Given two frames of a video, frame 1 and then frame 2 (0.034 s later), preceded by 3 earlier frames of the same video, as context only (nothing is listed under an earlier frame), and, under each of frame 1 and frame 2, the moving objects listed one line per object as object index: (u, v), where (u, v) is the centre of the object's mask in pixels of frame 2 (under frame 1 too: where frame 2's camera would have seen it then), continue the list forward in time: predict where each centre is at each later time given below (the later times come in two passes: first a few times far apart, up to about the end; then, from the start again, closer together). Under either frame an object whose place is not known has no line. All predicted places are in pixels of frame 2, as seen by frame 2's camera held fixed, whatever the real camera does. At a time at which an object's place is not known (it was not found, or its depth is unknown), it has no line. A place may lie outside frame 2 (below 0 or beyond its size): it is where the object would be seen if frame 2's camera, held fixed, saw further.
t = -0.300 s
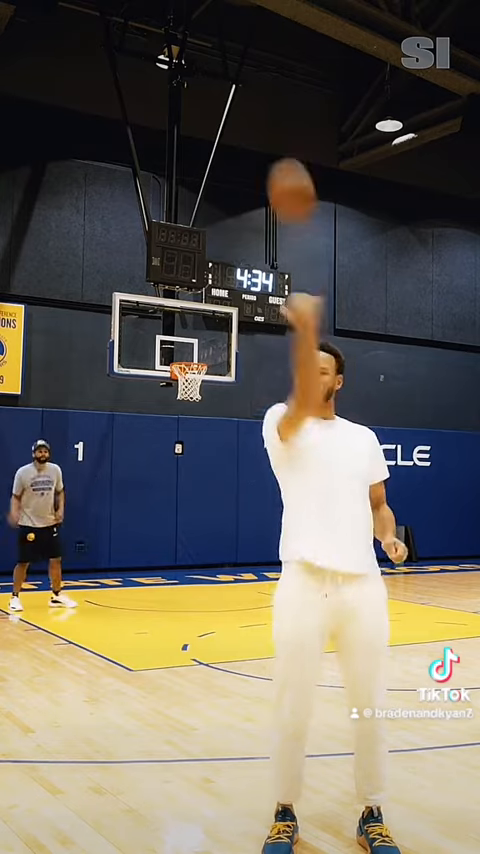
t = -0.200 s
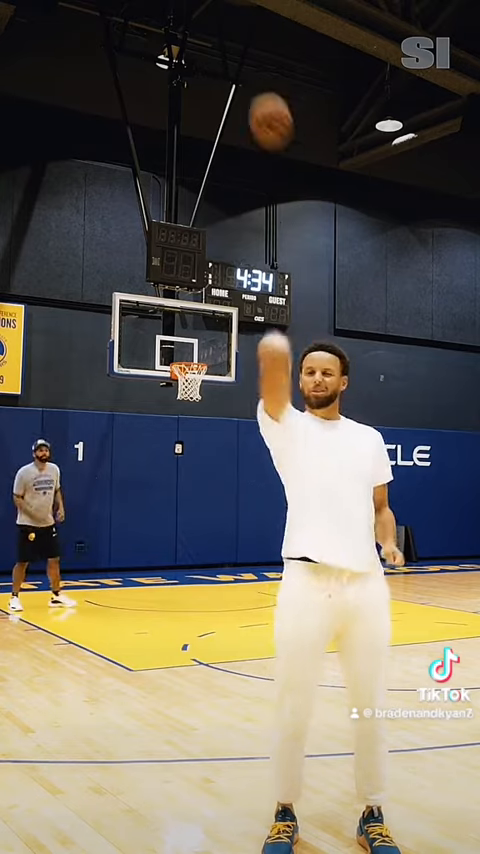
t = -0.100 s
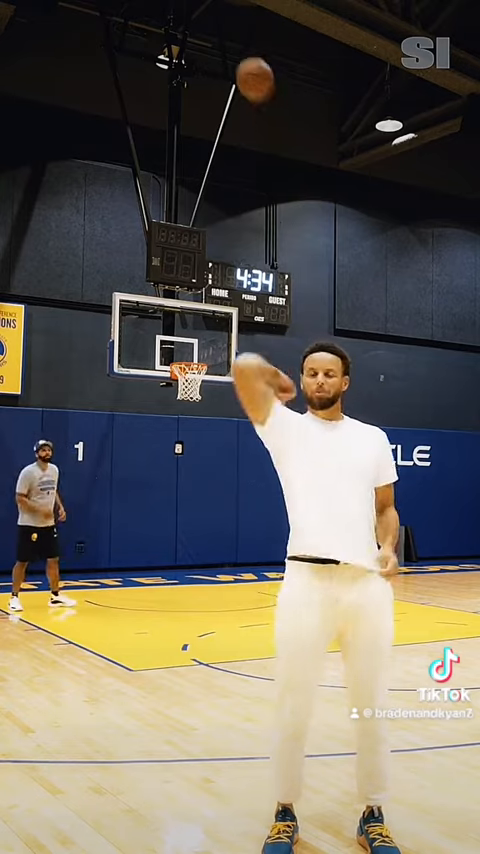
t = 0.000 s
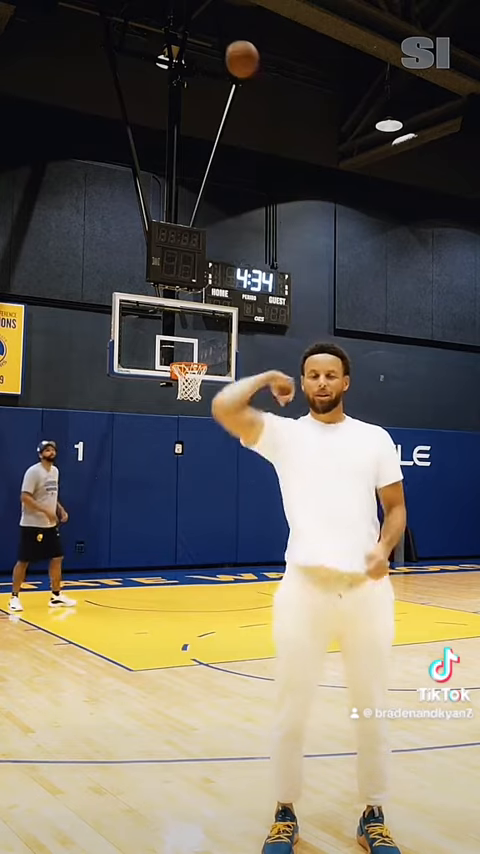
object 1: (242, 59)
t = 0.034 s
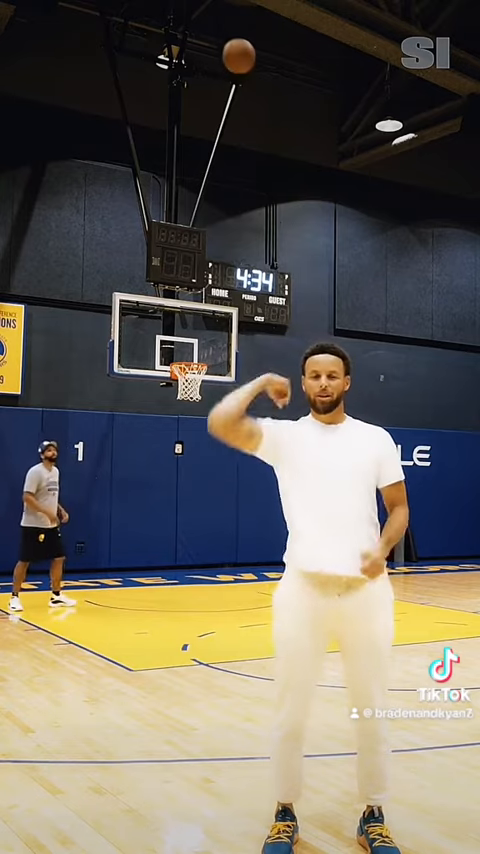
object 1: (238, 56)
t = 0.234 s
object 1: (222, 65)
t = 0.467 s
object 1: (208, 121)
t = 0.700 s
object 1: (198, 207)
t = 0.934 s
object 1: (191, 317)
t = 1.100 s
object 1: (187, 391)
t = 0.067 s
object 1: (235, 55)
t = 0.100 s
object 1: (232, 55)
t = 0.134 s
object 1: (229, 56)
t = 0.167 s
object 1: (226, 58)
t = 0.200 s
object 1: (224, 61)
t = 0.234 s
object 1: (222, 65)
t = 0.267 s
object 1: (219, 71)
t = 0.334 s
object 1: (215, 84)
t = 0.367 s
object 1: (213, 92)
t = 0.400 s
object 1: (211, 101)
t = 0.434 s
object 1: (209, 111)
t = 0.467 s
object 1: (208, 121)
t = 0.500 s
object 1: (206, 131)
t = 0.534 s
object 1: (204, 143)
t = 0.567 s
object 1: (203, 155)
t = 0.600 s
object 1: (202, 167)
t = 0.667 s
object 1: (199, 193)
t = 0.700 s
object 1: (198, 207)
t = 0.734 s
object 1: (198, 222)
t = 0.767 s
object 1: (196, 236)
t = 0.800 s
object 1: (195, 250)
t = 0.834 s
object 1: (194, 266)
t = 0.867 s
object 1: (193, 280)
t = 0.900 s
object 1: (192, 295)
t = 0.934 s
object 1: (191, 317)
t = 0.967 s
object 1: (189, 328)
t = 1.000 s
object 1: (185, 352)
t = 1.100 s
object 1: (187, 391)
